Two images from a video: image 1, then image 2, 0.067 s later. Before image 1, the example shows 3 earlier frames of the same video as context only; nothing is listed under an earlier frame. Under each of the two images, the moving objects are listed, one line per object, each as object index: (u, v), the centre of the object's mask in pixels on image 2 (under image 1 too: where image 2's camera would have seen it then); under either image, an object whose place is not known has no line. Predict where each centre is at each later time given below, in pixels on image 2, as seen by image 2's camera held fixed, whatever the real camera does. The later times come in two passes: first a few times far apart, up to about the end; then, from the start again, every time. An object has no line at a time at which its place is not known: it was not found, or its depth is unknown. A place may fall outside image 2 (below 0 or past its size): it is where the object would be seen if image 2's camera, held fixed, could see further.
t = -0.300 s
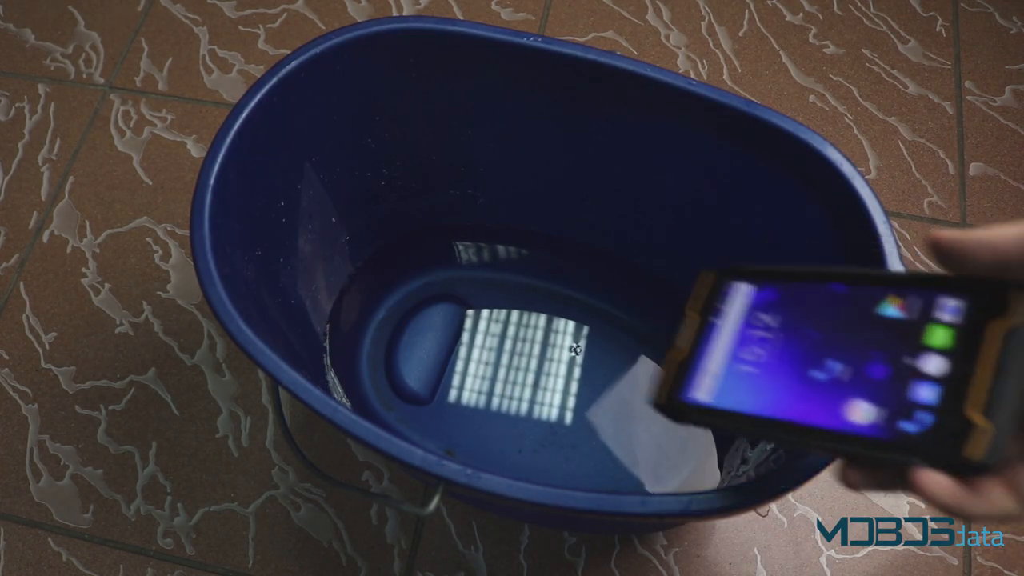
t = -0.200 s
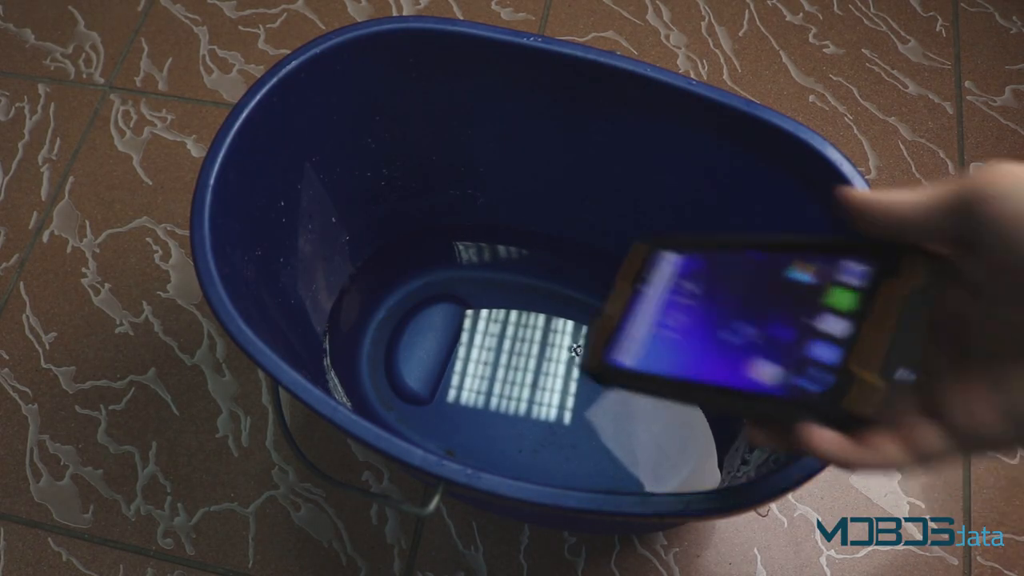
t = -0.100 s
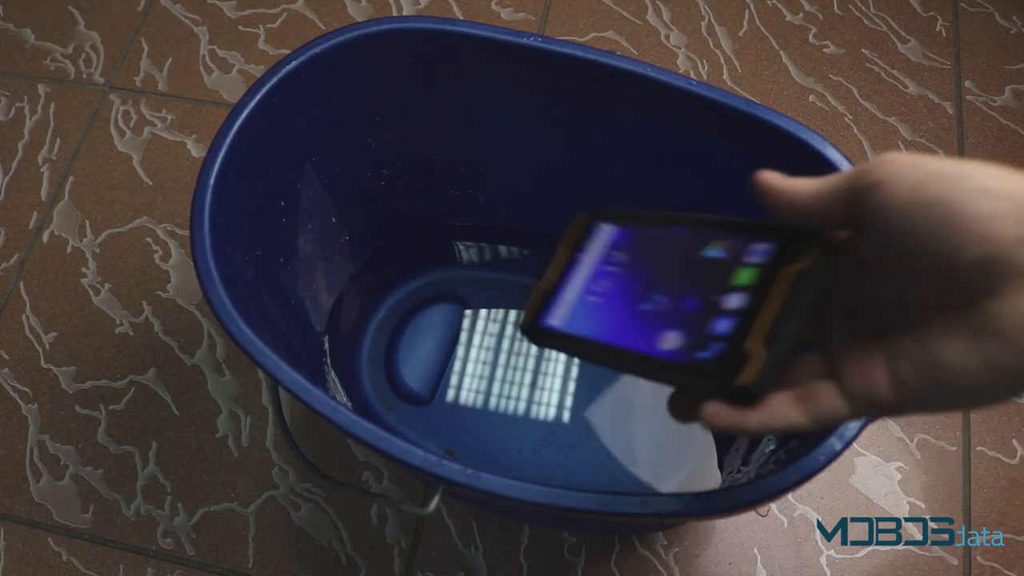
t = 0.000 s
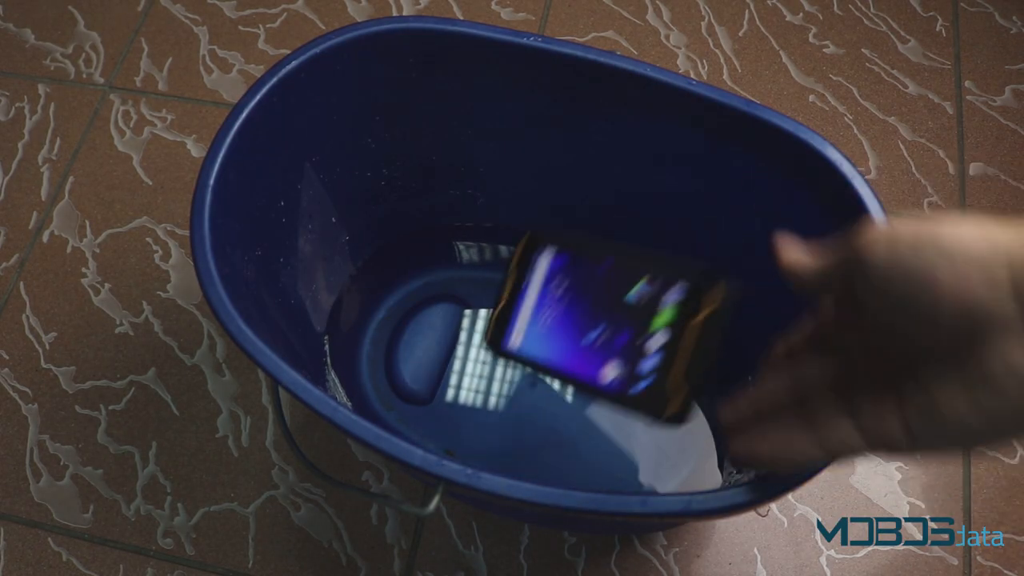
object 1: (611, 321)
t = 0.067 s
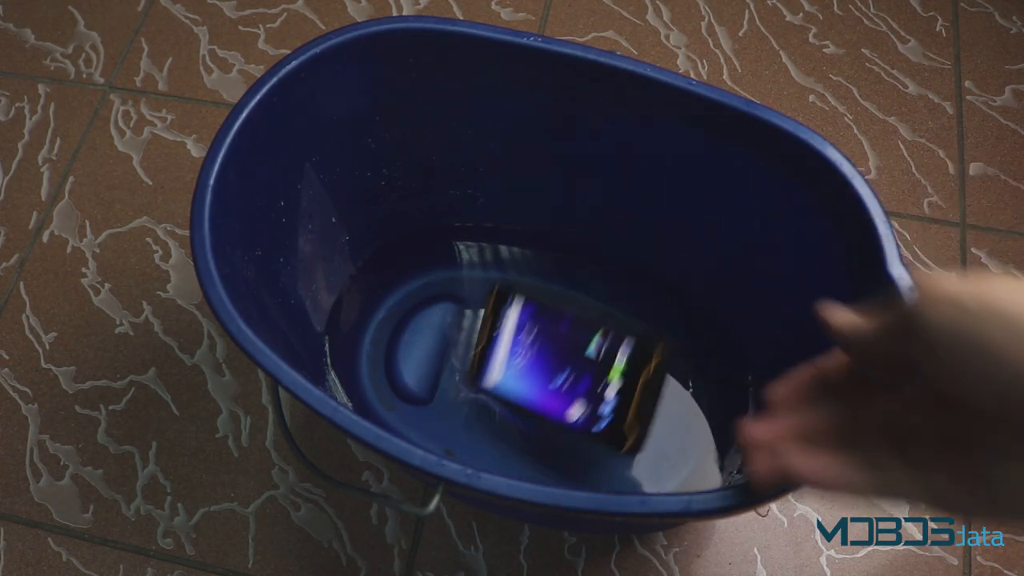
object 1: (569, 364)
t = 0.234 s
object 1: (449, 389)
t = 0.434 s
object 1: (454, 386)
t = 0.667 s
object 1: (453, 382)
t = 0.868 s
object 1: (475, 380)
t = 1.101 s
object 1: (475, 385)
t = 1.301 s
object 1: (474, 385)
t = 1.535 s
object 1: (478, 384)
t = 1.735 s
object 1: (479, 385)
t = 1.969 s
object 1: (483, 383)
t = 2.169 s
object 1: (486, 388)
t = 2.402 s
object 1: (488, 390)
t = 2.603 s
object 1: (489, 389)
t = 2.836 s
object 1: (490, 389)
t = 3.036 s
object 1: (487, 389)
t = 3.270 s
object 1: (491, 390)
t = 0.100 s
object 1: (536, 382)
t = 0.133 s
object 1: (499, 397)
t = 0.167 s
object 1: (465, 385)
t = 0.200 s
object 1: (445, 390)
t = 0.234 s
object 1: (449, 389)
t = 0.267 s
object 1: (452, 387)
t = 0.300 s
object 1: (451, 383)
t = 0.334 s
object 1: (434, 383)
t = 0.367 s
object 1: (443, 383)
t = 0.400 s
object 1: (455, 384)
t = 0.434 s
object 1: (454, 386)
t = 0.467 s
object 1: (458, 382)
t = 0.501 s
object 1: (455, 384)
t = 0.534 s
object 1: (453, 380)
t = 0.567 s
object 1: (452, 378)
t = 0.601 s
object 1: (454, 380)
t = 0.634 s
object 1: (450, 378)
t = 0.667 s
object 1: (453, 382)
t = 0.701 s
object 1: (459, 383)
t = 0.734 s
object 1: (461, 382)
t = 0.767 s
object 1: (460, 382)
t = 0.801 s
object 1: (463, 383)
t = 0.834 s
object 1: (465, 384)
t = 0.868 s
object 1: (475, 380)
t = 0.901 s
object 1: (473, 384)
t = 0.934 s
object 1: (473, 385)
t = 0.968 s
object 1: (474, 385)
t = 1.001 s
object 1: (472, 383)
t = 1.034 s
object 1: (475, 385)
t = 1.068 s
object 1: (476, 388)
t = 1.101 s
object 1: (475, 385)
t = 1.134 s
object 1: (472, 384)
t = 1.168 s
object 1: (473, 381)
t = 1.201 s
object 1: (476, 381)
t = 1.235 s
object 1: (476, 381)
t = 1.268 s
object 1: (478, 386)
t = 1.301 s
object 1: (474, 385)
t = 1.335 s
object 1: (475, 384)
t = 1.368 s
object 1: (477, 384)
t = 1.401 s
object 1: (480, 387)
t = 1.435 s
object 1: (479, 389)
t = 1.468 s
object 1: (480, 389)
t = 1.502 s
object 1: (479, 385)
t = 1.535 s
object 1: (478, 384)
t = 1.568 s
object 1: (476, 383)
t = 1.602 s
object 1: (475, 379)
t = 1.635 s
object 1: (472, 378)
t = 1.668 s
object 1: (475, 382)
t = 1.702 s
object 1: (480, 387)
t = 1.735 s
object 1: (479, 385)
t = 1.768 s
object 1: (480, 386)
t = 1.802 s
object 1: (482, 389)
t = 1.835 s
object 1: (477, 385)
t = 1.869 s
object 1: (475, 382)
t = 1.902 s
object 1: (477, 384)
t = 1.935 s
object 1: (480, 385)
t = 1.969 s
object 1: (483, 383)
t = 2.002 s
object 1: (485, 388)
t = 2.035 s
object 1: (482, 387)
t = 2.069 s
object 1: (485, 388)
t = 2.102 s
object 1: (484, 386)
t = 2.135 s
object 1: (483, 386)
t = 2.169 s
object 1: (486, 388)
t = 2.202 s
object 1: (483, 390)
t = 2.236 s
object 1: (482, 384)
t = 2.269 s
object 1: (486, 388)
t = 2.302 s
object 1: (487, 386)
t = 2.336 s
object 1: (489, 387)
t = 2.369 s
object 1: (487, 389)
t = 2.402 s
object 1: (488, 390)
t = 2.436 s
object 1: (490, 391)
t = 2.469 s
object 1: (490, 388)
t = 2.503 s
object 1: (489, 385)
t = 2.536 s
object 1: (489, 385)
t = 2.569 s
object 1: (488, 388)
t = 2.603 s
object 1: (489, 389)
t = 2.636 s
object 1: (487, 388)
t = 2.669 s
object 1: (486, 387)
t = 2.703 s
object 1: (484, 387)
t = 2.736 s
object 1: (487, 389)
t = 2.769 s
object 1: (488, 388)
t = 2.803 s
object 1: (488, 388)
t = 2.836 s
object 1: (490, 389)
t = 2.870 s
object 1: (487, 382)
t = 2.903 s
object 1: (488, 385)
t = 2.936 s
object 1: (488, 385)
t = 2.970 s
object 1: (488, 388)
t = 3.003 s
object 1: (484, 386)
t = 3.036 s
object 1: (487, 389)
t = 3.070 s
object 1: (487, 390)
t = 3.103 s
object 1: (486, 388)
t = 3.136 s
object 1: (485, 387)
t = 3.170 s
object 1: (486, 386)
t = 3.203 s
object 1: (488, 389)
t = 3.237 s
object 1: (490, 390)
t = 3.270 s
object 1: (491, 390)
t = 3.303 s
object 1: (490, 389)
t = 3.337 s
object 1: (488, 387)
